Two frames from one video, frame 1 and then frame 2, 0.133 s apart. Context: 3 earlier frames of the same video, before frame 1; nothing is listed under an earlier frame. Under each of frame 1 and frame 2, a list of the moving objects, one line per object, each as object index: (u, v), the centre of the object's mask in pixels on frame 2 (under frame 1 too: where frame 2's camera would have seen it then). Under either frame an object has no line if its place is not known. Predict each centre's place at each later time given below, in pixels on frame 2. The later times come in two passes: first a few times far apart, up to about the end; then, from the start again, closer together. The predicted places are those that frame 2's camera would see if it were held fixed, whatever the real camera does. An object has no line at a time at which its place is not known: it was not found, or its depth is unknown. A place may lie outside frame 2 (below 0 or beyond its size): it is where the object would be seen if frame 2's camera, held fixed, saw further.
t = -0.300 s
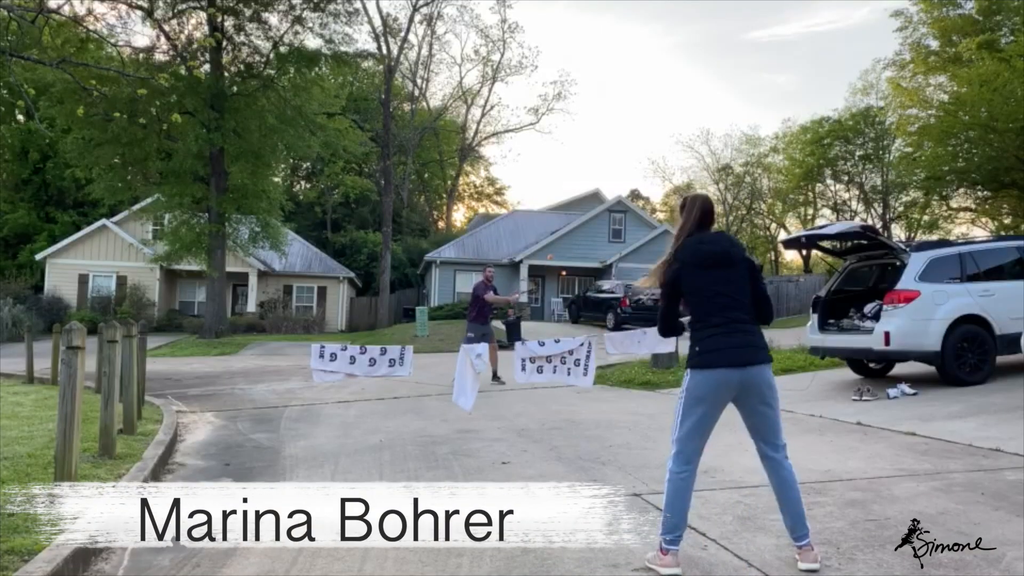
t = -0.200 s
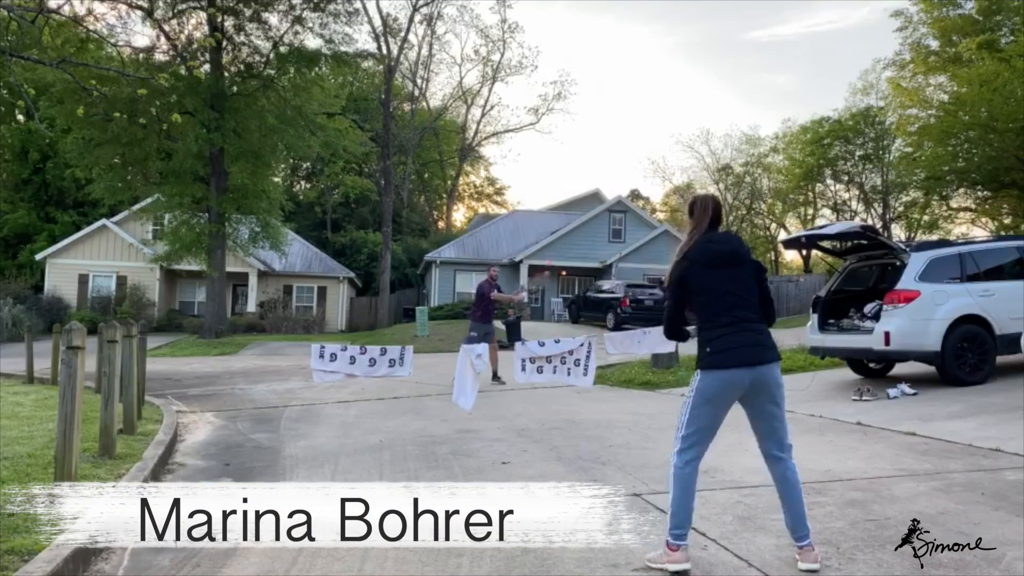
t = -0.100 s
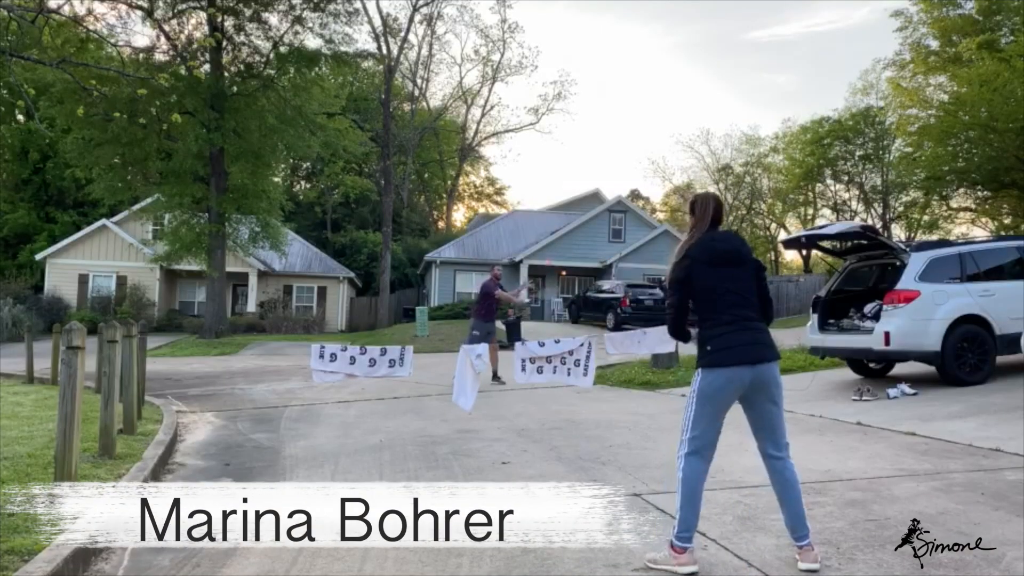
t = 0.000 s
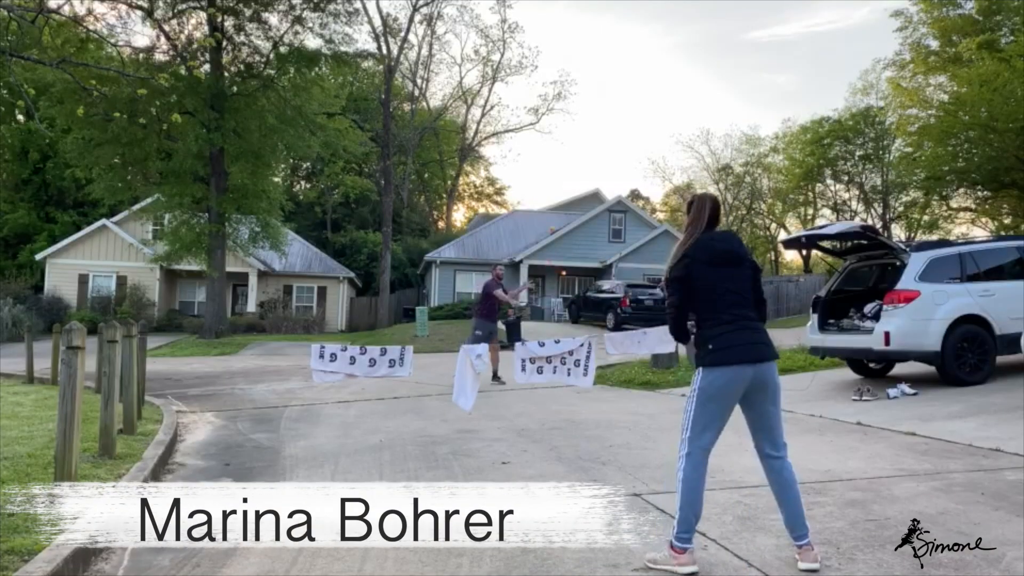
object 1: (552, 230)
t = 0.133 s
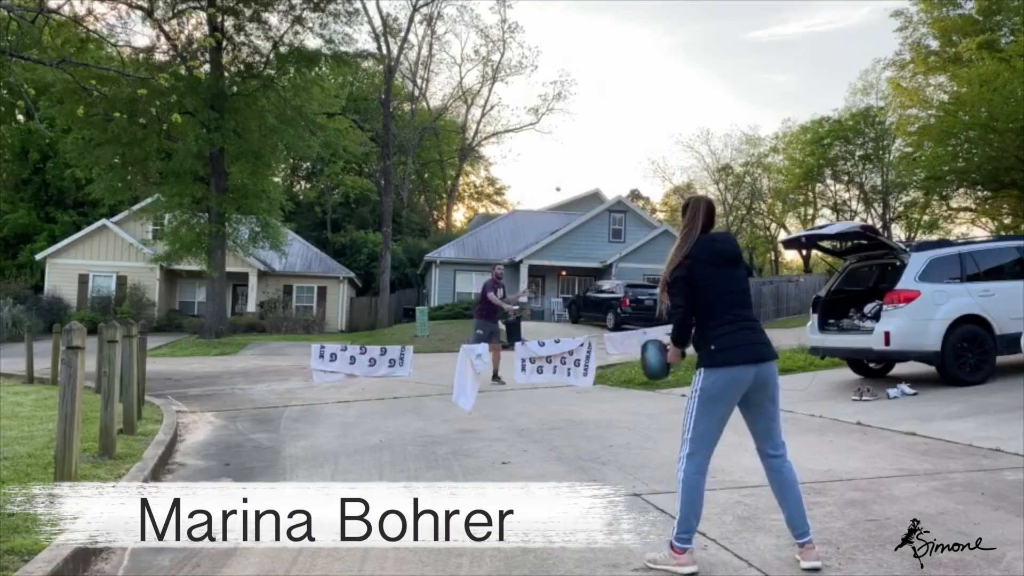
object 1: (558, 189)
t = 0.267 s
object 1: (564, 156)
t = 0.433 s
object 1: (572, 128)
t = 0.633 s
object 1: (584, 124)
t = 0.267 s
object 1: (564, 156)
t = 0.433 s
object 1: (572, 128)
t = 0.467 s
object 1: (574, 124)
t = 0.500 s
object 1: (576, 122)
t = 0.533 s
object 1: (578, 121)
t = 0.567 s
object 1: (579, 121)
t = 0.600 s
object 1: (581, 122)
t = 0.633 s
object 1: (584, 124)
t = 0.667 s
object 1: (586, 128)
